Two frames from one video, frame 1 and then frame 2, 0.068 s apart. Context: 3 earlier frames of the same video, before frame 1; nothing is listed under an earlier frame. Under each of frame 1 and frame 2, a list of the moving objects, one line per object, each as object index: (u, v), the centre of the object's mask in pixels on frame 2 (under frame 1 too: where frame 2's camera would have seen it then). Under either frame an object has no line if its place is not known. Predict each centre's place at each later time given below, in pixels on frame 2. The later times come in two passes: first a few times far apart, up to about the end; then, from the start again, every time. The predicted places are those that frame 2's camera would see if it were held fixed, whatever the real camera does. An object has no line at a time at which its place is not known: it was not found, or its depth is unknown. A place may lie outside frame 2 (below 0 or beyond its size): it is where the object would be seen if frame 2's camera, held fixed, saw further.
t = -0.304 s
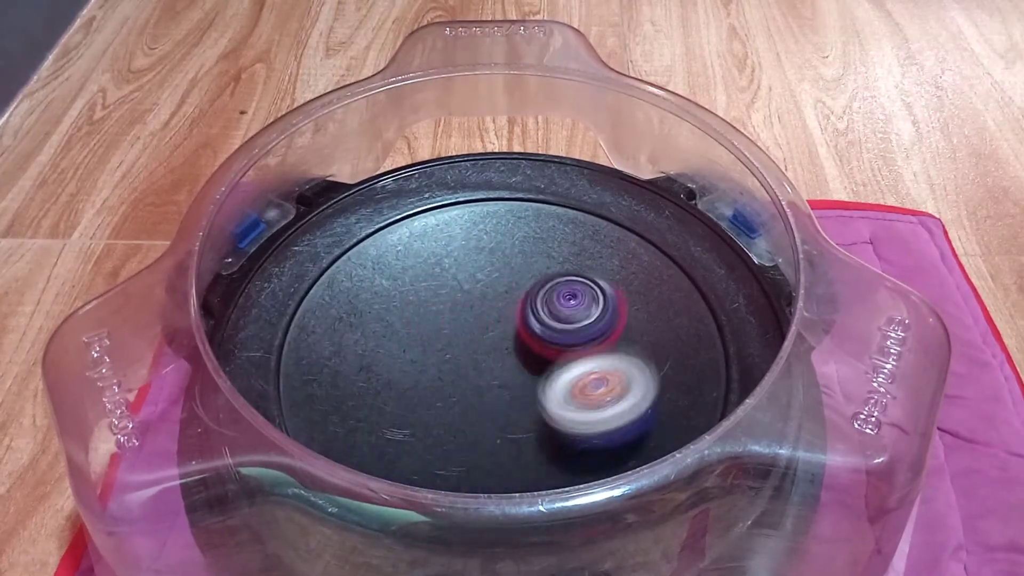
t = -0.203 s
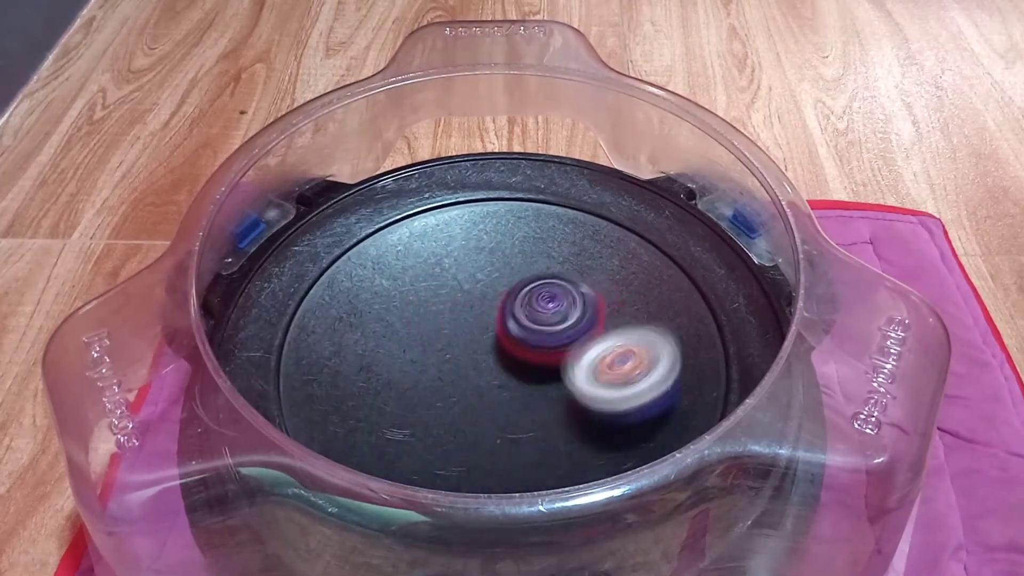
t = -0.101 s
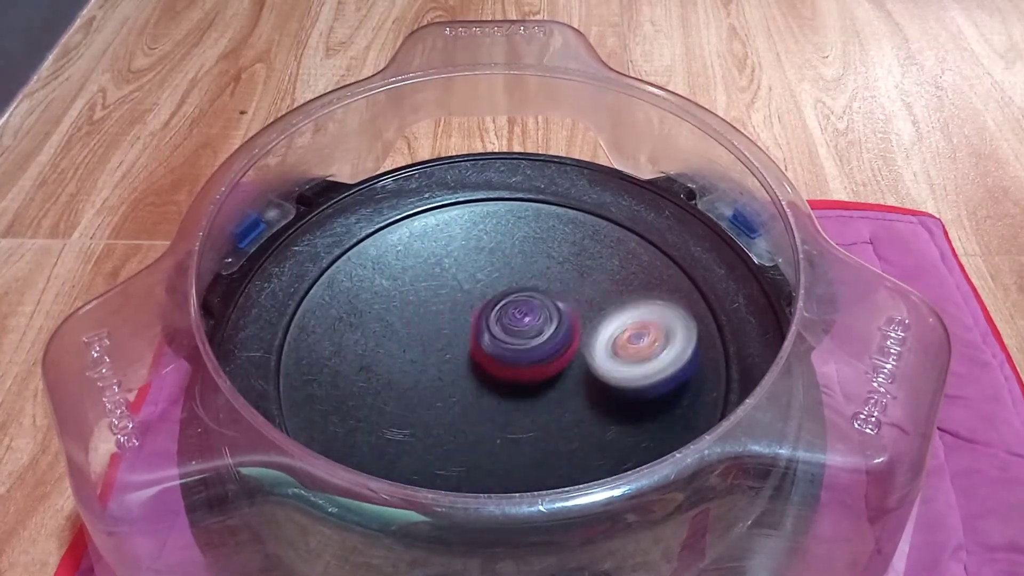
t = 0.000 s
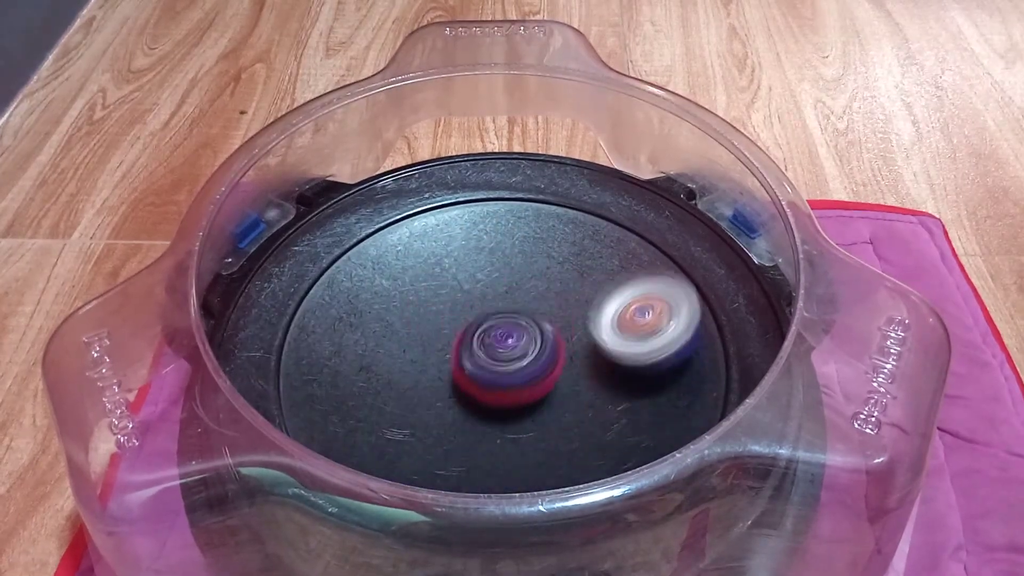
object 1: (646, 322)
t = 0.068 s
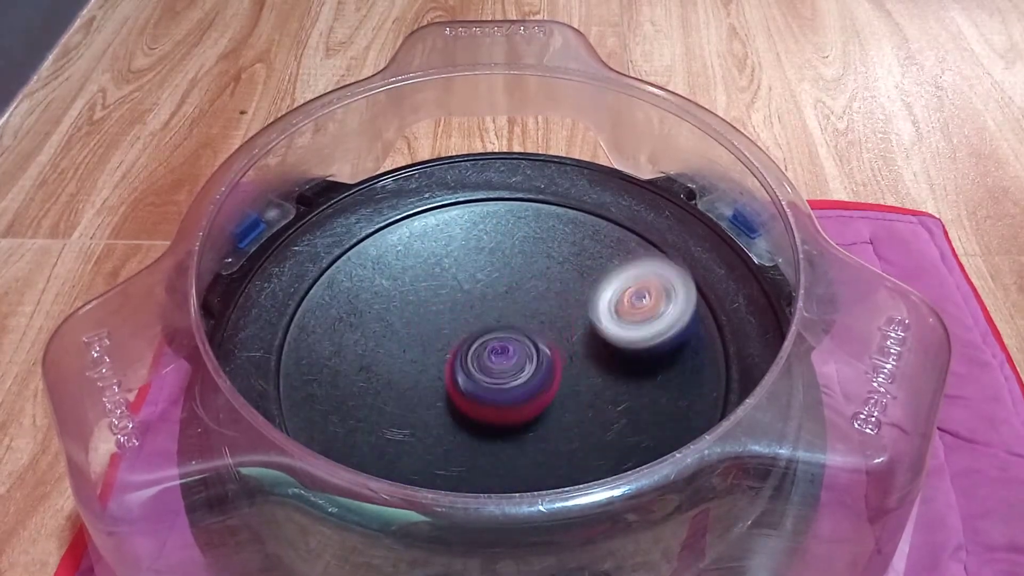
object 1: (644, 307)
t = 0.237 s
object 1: (617, 271)
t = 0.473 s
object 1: (552, 244)
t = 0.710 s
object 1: (473, 248)
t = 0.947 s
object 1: (400, 266)
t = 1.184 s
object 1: (366, 312)
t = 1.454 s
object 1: (394, 384)
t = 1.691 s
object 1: (470, 420)
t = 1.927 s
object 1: (559, 415)
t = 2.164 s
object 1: (625, 379)
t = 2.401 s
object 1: (630, 325)
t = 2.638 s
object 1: (583, 283)
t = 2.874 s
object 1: (511, 269)
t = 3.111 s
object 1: (428, 215)
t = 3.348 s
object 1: (384, 233)
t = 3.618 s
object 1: (375, 294)
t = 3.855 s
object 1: (372, 329)
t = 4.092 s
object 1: (409, 350)
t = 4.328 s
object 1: (458, 349)
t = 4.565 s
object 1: (432, 366)
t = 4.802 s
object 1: (444, 354)
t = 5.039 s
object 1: (383, 351)
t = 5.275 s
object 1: (411, 336)
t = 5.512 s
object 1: (446, 318)
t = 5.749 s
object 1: (484, 292)
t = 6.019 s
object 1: (522, 280)
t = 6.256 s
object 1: (542, 295)
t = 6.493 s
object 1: (548, 331)
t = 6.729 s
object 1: (571, 357)
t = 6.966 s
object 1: (592, 366)
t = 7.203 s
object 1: (589, 362)
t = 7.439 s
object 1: (582, 361)
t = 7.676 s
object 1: (564, 368)
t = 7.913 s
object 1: (563, 384)
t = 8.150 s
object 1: (538, 389)
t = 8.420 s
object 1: (504, 392)
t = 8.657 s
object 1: (474, 402)
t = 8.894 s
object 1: (457, 397)
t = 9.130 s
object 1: (447, 386)
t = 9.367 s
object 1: (422, 370)
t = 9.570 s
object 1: (411, 366)
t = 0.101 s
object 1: (640, 299)
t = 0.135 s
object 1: (636, 292)
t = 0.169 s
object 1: (630, 284)
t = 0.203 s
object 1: (624, 278)
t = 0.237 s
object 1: (617, 271)
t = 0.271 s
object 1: (608, 265)
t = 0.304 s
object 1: (600, 261)
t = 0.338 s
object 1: (591, 257)
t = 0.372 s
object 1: (583, 252)
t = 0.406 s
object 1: (573, 249)
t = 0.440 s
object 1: (562, 246)
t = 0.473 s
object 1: (552, 244)
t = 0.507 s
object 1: (541, 243)
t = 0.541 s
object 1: (530, 242)
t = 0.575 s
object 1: (519, 242)
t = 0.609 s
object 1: (508, 243)
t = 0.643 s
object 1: (495, 244)
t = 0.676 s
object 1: (484, 246)
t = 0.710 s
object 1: (473, 248)
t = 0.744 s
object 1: (463, 253)
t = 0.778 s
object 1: (451, 255)
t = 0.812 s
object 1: (440, 255)
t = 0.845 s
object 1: (429, 257)
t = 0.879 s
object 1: (418, 259)
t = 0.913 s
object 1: (409, 261)
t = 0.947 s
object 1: (400, 266)
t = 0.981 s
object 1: (393, 271)
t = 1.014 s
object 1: (386, 277)
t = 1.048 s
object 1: (381, 281)
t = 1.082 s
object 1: (376, 288)
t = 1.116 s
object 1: (371, 297)
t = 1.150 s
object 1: (368, 304)
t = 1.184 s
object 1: (366, 312)
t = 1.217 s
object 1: (367, 321)
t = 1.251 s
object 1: (367, 330)
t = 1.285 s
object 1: (368, 339)
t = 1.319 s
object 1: (371, 348)
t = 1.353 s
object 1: (373, 358)
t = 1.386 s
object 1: (379, 368)
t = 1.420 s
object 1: (387, 376)
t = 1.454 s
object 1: (394, 384)
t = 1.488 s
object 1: (403, 390)
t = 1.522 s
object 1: (414, 397)
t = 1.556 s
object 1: (423, 402)
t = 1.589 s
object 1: (434, 408)
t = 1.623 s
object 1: (446, 414)
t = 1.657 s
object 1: (457, 418)
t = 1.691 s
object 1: (470, 420)
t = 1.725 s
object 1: (484, 423)
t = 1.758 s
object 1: (496, 425)
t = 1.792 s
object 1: (510, 424)
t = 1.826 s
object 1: (524, 425)
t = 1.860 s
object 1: (535, 422)
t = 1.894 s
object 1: (548, 418)
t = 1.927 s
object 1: (559, 415)
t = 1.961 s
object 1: (569, 411)
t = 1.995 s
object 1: (582, 406)
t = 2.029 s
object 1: (593, 404)
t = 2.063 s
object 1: (603, 398)
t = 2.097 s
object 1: (613, 394)
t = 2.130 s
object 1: (618, 386)
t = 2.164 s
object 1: (625, 379)
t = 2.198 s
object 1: (629, 374)
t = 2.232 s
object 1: (631, 365)
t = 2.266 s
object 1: (634, 357)
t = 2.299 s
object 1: (634, 349)
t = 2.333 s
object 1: (635, 341)
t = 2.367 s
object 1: (633, 333)
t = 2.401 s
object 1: (630, 325)
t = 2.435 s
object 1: (626, 318)
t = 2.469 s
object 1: (619, 309)
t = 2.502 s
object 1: (614, 304)
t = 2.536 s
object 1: (606, 299)
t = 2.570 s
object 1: (599, 292)
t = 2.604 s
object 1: (591, 288)
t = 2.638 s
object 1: (583, 283)
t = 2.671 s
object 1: (573, 280)
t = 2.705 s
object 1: (564, 276)
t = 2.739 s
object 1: (554, 273)
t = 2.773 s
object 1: (544, 271)
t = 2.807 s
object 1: (534, 271)
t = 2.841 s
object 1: (522, 269)
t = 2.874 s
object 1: (511, 269)
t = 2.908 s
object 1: (501, 269)
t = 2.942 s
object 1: (489, 267)
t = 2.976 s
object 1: (473, 244)
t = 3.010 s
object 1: (460, 232)
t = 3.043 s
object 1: (445, 220)
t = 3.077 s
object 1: (435, 217)
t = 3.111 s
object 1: (428, 215)
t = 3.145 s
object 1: (420, 214)
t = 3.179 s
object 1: (413, 214)
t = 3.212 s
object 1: (405, 215)
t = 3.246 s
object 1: (398, 218)
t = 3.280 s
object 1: (393, 221)
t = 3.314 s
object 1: (388, 227)
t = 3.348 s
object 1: (384, 233)
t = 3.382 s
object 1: (381, 240)
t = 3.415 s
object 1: (380, 247)
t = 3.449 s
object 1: (380, 257)
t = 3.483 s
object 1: (380, 267)
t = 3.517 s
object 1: (382, 278)
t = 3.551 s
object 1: (385, 287)
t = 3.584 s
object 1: (382, 292)
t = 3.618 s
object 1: (375, 294)
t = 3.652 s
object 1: (373, 298)
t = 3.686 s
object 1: (362, 301)
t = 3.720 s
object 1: (358, 304)
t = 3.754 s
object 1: (360, 311)
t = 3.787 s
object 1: (363, 317)
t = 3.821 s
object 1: (367, 323)
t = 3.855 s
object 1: (372, 329)
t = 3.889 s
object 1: (379, 335)
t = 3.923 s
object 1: (388, 339)
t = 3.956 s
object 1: (397, 344)
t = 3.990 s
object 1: (400, 345)
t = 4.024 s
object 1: (402, 346)
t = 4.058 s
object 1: (409, 348)
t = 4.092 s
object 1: (409, 350)
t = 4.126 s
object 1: (407, 352)
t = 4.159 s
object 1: (414, 352)
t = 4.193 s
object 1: (422, 352)
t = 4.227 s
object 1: (431, 352)
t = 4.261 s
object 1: (441, 351)
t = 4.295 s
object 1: (449, 350)
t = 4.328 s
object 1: (458, 349)
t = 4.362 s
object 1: (463, 348)
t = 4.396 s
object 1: (451, 357)
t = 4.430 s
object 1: (440, 363)
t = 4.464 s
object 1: (435, 364)
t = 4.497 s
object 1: (433, 367)
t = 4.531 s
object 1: (432, 367)
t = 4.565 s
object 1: (432, 366)
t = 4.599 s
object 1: (432, 366)
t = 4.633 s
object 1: (435, 363)
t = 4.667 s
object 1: (438, 362)
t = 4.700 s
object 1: (441, 360)
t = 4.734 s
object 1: (445, 358)
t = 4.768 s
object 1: (449, 355)
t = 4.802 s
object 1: (444, 354)
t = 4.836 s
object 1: (419, 360)
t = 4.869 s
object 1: (404, 363)
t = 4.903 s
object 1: (392, 365)
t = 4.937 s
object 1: (389, 363)
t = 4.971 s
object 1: (387, 359)
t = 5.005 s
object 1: (386, 356)
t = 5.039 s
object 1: (383, 351)
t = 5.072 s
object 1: (383, 349)
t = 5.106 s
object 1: (386, 345)
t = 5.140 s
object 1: (388, 344)
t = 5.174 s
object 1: (393, 343)
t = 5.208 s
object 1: (398, 341)
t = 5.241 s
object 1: (405, 338)
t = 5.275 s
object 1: (411, 336)
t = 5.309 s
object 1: (419, 333)
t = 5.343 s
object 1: (426, 331)
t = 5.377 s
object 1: (433, 329)
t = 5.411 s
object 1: (434, 325)
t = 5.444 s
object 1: (435, 324)
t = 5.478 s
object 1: (439, 321)
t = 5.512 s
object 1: (446, 318)
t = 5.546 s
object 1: (452, 313)
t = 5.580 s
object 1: (457, 310)
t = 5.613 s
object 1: (463, 306)
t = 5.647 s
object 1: (469, 302)
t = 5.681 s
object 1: (473, 298)
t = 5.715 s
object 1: (479, 295)
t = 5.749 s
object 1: (484, 292)
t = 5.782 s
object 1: (489, 288)
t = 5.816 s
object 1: (494, 286)
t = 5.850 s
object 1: (499, 283)
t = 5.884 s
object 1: (504, 281)
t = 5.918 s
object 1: (509, 281)
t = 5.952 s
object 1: (514, 278)
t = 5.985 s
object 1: (518, 279)
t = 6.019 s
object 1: (522, 280)
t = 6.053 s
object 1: (526, 280)
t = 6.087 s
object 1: (529, 282)
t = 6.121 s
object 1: (533, 282)
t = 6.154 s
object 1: (536, 284)
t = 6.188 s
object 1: (538, 287)
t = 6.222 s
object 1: (540, 291)
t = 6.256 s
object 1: (542, 295)
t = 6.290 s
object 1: (544, 301)
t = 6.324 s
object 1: (545, 305)
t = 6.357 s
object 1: (546, 309)
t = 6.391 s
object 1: (547, 314)
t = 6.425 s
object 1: (547, 319)
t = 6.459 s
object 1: (548, 325)
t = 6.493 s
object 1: (548, 331)
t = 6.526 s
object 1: (552, 335)
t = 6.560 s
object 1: (560, 340)
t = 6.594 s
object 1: (565, 343)
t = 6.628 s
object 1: (565, 346)
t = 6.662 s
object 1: (567, 349)
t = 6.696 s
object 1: (569, 353)
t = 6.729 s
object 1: (571, 357)
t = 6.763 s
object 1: (577, 361)
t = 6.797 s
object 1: (584, 362)
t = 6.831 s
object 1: (586, 362)
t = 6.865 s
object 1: (589, 365)
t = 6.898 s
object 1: (592, 366)
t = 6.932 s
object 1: (592, 367)
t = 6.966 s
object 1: (592, 366)
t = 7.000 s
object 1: (594, 366)
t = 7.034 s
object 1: (592, 366)
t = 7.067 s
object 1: (592, 364)
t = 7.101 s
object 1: (591, 365)
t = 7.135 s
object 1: (588, 364)
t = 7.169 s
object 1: (586, 362)
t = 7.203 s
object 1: (589, 362)
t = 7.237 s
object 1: (596, 362)
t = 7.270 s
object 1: (595, 362)
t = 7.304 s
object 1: (593, 362)
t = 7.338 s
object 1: (592, 361)
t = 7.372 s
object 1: (591, 361)
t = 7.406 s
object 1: (588, 361)
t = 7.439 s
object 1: (582, 361)
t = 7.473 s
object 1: (578, 363)
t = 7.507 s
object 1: (574, 360)
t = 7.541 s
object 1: (569, 362)
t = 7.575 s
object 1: (563, 364)
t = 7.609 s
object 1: (557, 366)
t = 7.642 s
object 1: (556, 367)
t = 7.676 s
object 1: (564, 368)
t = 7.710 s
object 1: (567, 370)
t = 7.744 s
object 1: (569, 371)
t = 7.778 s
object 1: (566, 372)
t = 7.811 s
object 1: (566, 375)
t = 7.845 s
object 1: (566, 379)
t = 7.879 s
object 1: (564, 381)
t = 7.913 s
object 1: (563, 384)
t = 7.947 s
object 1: (563, 385)
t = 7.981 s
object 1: (560, 389)
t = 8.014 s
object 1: (556, 389)
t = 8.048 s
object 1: (553, 387)
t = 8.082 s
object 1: (548, 389)
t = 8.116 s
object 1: (544, 389)
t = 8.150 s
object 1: (538, 389)
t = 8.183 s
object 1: (533, 388)
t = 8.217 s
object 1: (527, 389)
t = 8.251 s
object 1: (521, 389)
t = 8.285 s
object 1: (518, 389)
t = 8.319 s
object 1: (514, 388)
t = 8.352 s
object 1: (507, 390)
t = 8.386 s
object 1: (503, 393)
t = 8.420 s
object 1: (504, 392)
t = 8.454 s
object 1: (501, 392)
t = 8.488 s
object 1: (495, 393)
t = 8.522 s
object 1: (487, 396)
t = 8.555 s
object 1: (485, 397)
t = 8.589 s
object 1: (481, 400)
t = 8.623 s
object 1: (476, 402)
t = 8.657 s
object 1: (474, 402)
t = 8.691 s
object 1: (470, 402)
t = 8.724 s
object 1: (467, 402)
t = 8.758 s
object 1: (466, 401)
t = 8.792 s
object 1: (464, 399)
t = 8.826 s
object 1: (461, 398)
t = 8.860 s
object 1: (460, 395)
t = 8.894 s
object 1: (457, 397)
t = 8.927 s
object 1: (454, 399)
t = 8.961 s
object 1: (457, 397)
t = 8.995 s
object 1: (457, 393)
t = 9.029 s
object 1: (451, 390)
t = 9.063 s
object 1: (449, 389)
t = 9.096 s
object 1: (446, 390)
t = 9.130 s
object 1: (447, 386)
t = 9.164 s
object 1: (448, 382)
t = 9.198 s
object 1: (441, 379)
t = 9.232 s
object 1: (432, 382)
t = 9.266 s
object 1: (427, 382)
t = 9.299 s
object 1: (428, 378)
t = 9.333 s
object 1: (425, 376)
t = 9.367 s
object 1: (422, 370)
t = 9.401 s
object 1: (418, 368)
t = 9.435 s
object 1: (414, 369)
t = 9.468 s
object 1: (405, 373)
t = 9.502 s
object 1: (404, 372)
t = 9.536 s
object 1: (407, 369)
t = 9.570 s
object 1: (411, 366)
